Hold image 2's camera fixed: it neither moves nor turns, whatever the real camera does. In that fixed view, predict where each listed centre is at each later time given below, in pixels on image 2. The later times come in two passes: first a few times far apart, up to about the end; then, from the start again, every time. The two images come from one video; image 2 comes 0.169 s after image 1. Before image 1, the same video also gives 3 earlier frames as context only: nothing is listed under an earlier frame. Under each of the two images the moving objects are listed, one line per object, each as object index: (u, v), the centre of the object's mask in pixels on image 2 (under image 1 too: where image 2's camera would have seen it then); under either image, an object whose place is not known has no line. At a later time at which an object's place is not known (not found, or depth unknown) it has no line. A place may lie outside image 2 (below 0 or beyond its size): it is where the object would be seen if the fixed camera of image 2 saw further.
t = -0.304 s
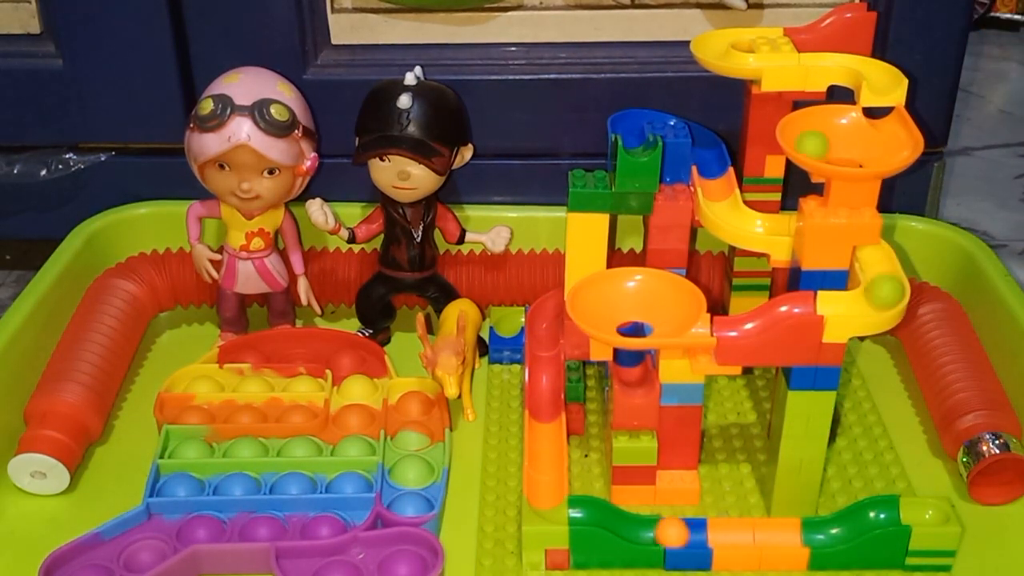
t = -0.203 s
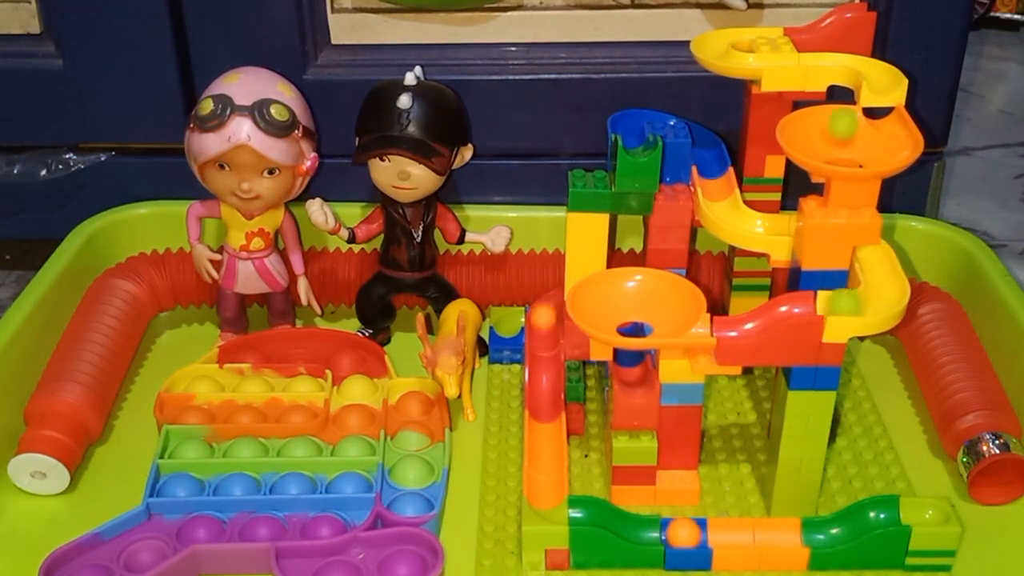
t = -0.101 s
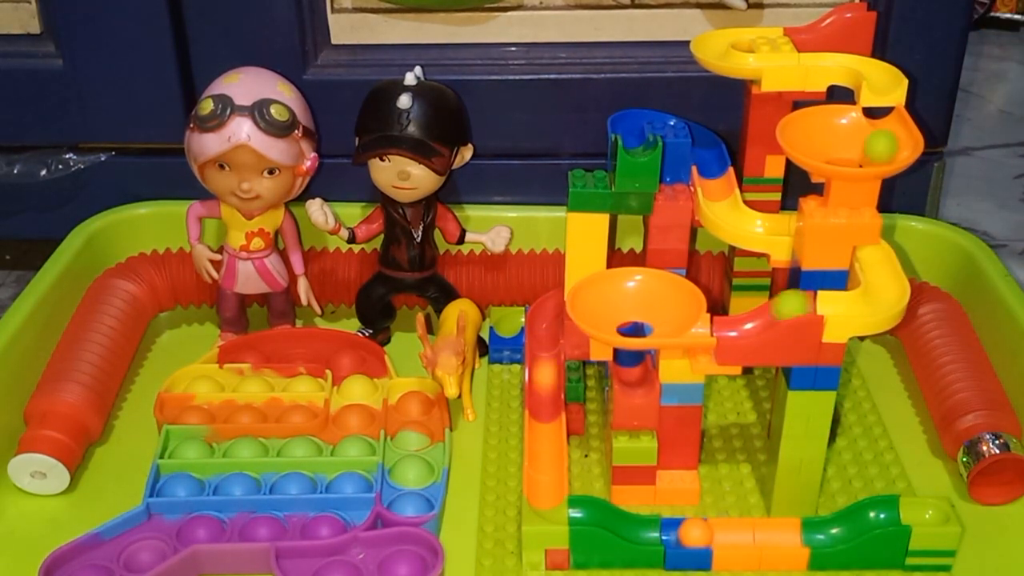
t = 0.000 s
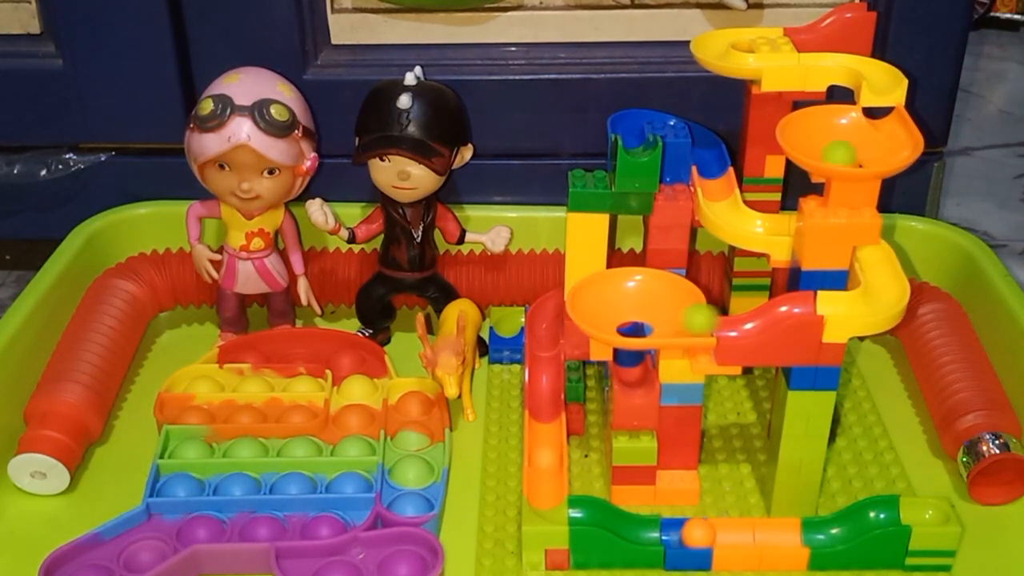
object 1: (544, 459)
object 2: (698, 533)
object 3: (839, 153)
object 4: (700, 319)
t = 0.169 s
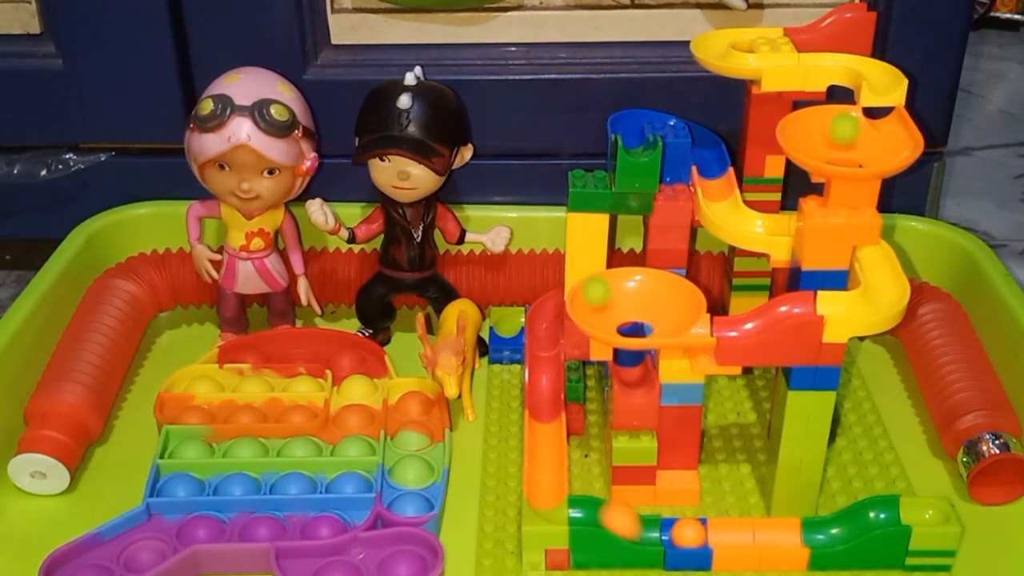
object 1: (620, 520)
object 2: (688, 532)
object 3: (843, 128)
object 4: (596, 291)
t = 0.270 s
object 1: (655, 530)
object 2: (722, 533)
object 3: (877, 147)
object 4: (667, 293)
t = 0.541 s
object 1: (645, 530)
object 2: (803, 533)
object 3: (840, 134)
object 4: (604, 291)
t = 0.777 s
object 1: (653, 530)
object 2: (758, 533)
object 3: (831, 152)
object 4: (629, 324)
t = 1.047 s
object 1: (639, 529)
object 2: (676, 531)
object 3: (874, 148)
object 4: (669, 309)
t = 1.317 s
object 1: (648, 530)
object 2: (682, 531)
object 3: (834, 140)
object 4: (618, 293)
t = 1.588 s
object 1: (645, 530)
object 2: (679, 531)
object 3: (828, 151)
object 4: (610, 319)
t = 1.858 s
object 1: (645, 530)
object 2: (679, 531)
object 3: (852, 155)
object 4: (660, 318)
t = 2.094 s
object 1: (645, 530)
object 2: (679, 531)
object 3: (854, 149)
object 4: (614, 298)
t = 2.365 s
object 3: (841, 152)
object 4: (620, 321)
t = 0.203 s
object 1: (649, 529)
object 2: (687, 532)
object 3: (861, 129)
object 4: (618, 287)
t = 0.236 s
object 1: (650, 530)
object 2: (706, 533)
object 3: (873, 136)
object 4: (645, 288)
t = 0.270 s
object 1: (655, 530)
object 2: (722, 533)
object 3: (877, 147)
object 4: (667, 293)
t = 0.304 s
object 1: (658, 530)
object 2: (737, 534)
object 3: (871, 153)
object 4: (678, 304)
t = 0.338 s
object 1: (659, 531)
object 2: (749, 534)
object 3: (857, 155)
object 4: (674, 315)
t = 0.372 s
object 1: (659, 530)
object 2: (763, 534)
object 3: (840, 154)
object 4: (654, 324)
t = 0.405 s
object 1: (658, 530)
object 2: (774, 534)
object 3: (824, 150)
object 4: (631, 325)
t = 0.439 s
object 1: (655, 530)
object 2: (785, 533)
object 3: (815, 146)
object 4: (607, 318)
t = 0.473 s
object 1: (651, 530)
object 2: (794, 533)
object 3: (815, 143)
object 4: (591, 309)
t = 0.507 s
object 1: (648, 530)
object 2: (801, 533)
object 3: (825, 138)
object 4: (591, 297)
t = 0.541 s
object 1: (645, 530)
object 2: (803, 533)
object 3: (840, 134)
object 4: (604, 291)
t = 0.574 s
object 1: (643, 530)
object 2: (800, 533)
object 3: (858, 133)
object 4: (626, 289)
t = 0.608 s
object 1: (643, 530)
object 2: (794, 533)
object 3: (870, 136)
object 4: (649, 292)
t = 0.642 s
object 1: (645, 530)
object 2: (789, 533)
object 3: (876, 144)
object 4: (667, 299)
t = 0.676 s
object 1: (647, 530)
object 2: (782, 533)
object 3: (874, 151)
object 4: (674, 309)
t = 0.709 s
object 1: (649, 530)
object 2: (773, 533)
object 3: (863, 154)
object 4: (668, 320)
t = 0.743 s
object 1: (652, 530)
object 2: (767, 533)
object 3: (847, 155)
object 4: (649, 324)
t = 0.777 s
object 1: (653, 530)
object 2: (758, 533)
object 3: (831, 152)
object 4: (629, 324)
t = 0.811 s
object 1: (653, 530)
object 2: (748, 533)
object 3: (819, 148)
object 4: (608, 319)
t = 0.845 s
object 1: (651, 530)
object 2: (738, 533)
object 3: (815, 145)
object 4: (594, 310)
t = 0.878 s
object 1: (649, 530)
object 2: (728, 534)
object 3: (819, 143)
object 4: (595, 299)
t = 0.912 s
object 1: (647, 530)
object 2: (715, 532)
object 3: (831, 139)
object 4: (605, 293)
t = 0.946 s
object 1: (645, 530)
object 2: (703, 532)
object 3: (847, 137)
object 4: (624, 291)
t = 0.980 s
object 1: (645, 530)
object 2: (691, 531)
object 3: (862, 137)
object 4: (644, 293)
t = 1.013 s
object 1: (645, 530)
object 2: (680, 531)
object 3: (872, 142)
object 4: (661, 300)
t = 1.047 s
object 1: (639, 529)
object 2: (676, 531)
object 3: (874, 148)
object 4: (669, 309)
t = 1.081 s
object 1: (637, 529)
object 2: (673, 531)
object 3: (869, 152)
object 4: (666, 319)
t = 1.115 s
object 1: (638, 529)
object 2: (674, 531)
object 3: (856, 155)
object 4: (652, 324)
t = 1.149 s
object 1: (643, 530)
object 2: (676, 531)
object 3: (842, 154)
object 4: (634, 325)
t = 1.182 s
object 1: (645, 530)
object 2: (678, 531)
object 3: (828, 151)
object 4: (615, 321)
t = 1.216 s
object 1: (647, 530)
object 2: (680, 530)
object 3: (819, 147)
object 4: (600, 313)
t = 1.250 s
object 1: (648, 530)
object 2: (682, 531)
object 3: (817, 145)
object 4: (597, 304)
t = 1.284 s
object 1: (648, 530)
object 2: (682, 531)
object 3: (822, 143)
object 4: (603, 297)
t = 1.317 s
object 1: (648, 530)
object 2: (682, 531)
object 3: (834, 140)
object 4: (618, 293)
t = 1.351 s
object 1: (648, 530)
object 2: (681, 530)
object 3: (848, 139)
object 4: (636, 293)
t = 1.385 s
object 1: (647, 530)
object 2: (680, 530)
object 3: (862, 141)
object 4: (653, 298)
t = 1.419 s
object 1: (646, 530)
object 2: (680, 531)
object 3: (870, 146)
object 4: (663, 306)
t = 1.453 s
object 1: (646, 530)
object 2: (679, 531)
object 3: (872, 150)
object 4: (664, 315)
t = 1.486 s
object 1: (645, 530)
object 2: (679, 531)
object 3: (865, 153)
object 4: (656, 322)
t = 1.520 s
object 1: (645, 530)
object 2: (679, 531)
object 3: (854, 155)
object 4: (640, 324)
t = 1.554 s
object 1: (645, 530)
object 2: (679, 531)
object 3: (840, 154)
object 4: (625, 323)
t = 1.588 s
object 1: (645, 530)
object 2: (679, 531)
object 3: (828, 151)
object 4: (610, 319)
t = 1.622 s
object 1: (645, 530)
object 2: (679, 531)
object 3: (820, 147)
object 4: (601, 312)
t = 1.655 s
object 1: (646, 530)
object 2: (679, 531)
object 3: (819, 145)
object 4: (602, 303)
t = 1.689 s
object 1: (645, 530)
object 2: (679, 531)
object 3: (824, 144)
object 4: (610, 297)
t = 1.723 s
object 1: (645, 530)
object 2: (679, 531)
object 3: (836, 142)
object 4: (625, 295)
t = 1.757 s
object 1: (645, 530)
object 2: (679, 530)
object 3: (850, 145)
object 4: (640, 297)
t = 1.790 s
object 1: (646, 530)
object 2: (679, 530)
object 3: (859, 150)
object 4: (653, 303)
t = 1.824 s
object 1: (645, 530)
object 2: (679, 530)
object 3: (858, 153)
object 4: (660, 310)
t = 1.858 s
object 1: (645, 530)
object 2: (679, 531)
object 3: (852, 155)
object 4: (660, 318)
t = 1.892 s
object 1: (646, 530)
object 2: (679, 530)
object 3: (844, 154)
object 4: (652, 323)
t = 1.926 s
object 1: (645, 530)
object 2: (679, 530)
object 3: (836, 153)
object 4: (638, 324)
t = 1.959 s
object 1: (645, 530)
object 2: (679, 531)
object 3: (830, 151)
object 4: (624, 323)
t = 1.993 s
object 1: (645, 530)
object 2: (679, 531)
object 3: (829, 149)
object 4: (611, 318)
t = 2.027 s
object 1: (645, 530)
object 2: (679, 531)
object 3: (831, 147)
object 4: (604, 311)
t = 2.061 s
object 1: (645, 530)
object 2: (679, 531)
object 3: (841, 146)
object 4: (606, 304)
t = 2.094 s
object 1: (645, 530)
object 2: (679, 531)
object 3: (854, 149)
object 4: (614, 298)
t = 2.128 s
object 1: (645, 530)
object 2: (679, 530)
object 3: (855, 152)
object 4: (627, 297)
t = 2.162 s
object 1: (645, 530)
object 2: (679, 530)
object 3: (847, 153)
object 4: (640, 299)
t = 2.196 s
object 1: (645, 530)
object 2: (679, 531)
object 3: (836, 152)
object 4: (651, 305)
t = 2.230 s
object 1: (645, 530)
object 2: (679, 531)
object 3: (828, 151)
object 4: (656, 312)
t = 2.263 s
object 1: (645, 530)
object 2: (679, 531)
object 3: (825, 149)
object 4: (653, 319)
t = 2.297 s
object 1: (645, 530)
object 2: (679, 530)
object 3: (825, 148)
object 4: (643, 323)
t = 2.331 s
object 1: (645, 530)
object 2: (679, 531)
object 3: (831, 149)
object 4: (632, 324)
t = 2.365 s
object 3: (841, 152)
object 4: (620, 321)
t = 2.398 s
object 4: (611, 318)
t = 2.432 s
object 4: (608, 312)
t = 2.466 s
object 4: (610, 306)
